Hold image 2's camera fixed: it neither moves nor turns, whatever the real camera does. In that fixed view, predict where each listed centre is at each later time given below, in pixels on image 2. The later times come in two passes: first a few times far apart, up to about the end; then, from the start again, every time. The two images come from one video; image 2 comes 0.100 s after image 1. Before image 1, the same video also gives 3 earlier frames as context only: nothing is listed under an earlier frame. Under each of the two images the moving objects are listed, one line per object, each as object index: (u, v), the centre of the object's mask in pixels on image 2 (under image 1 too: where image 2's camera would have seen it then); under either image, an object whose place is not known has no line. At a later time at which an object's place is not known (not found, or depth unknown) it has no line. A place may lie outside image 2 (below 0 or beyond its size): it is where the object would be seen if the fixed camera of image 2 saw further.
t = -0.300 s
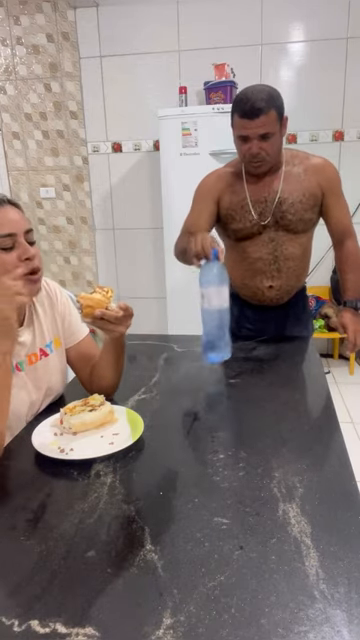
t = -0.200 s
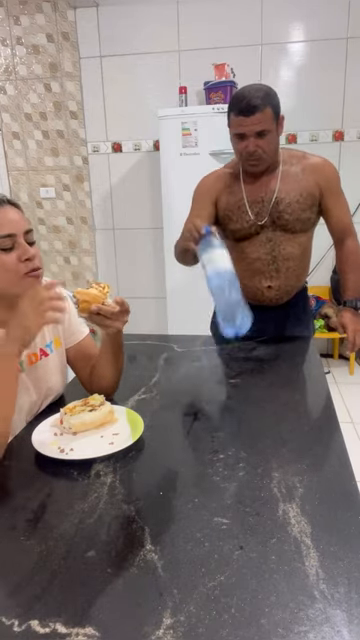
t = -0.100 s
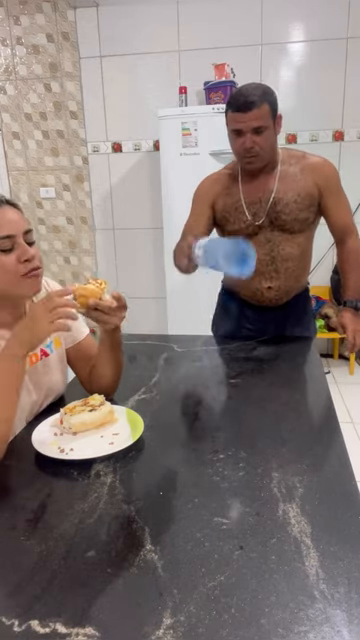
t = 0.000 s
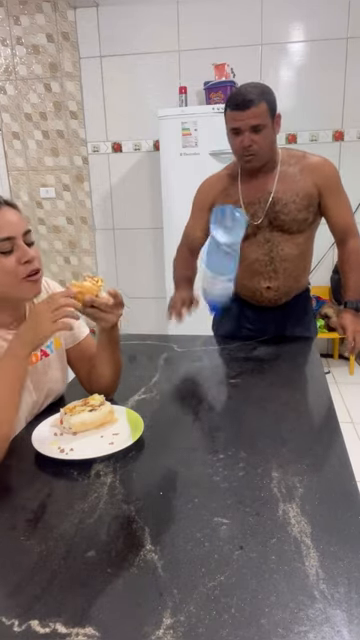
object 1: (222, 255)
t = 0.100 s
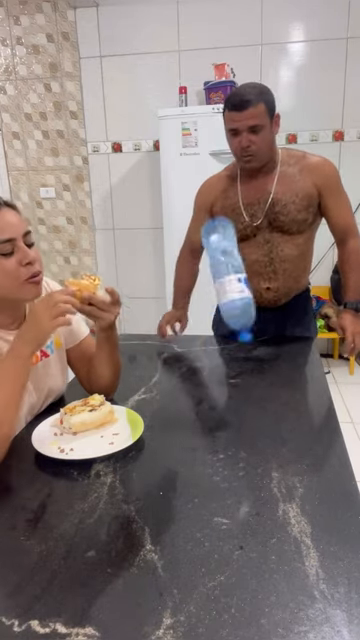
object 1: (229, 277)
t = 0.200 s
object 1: (229, 301)
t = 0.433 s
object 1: (215, 375)
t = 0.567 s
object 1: (219, 374)
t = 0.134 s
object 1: (230, 283)
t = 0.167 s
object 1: (231, 292)
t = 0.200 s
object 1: (229, 301)
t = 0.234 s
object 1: (226, 314)
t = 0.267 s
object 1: (221, 334)
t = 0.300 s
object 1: (218, 352)
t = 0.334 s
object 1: (219, 362)
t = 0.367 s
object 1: (218, 373)
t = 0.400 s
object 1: (216, 374)
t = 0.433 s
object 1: (215, 375)
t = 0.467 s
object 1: (216, 374)
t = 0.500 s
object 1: (216, 374)
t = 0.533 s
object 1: (218, 374)
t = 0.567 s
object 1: (219, 374)
